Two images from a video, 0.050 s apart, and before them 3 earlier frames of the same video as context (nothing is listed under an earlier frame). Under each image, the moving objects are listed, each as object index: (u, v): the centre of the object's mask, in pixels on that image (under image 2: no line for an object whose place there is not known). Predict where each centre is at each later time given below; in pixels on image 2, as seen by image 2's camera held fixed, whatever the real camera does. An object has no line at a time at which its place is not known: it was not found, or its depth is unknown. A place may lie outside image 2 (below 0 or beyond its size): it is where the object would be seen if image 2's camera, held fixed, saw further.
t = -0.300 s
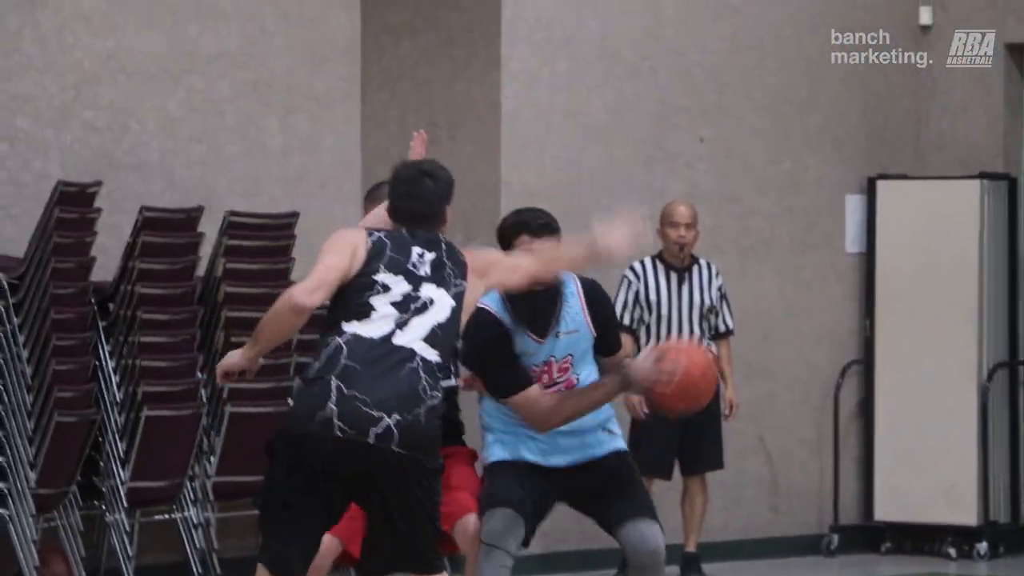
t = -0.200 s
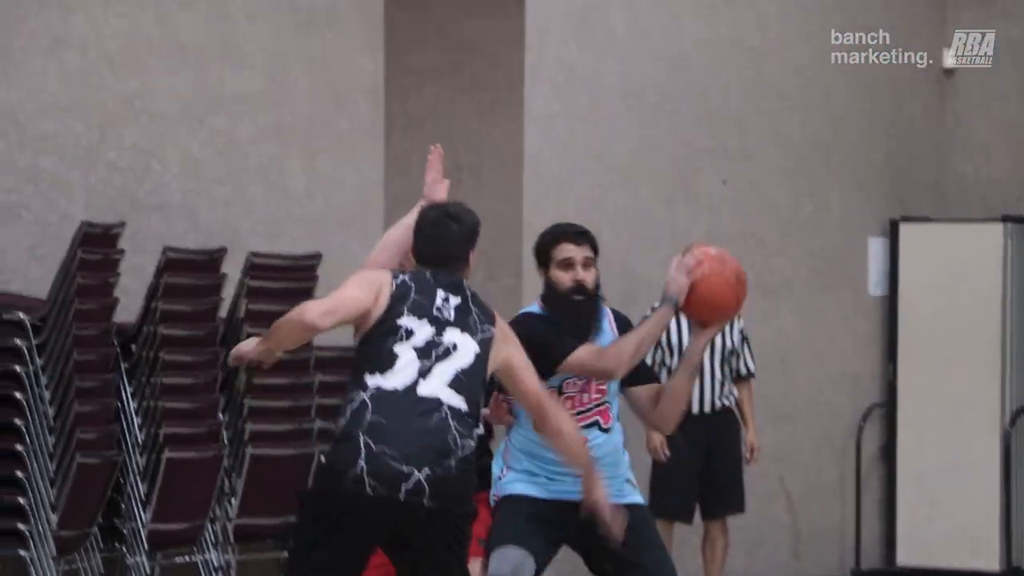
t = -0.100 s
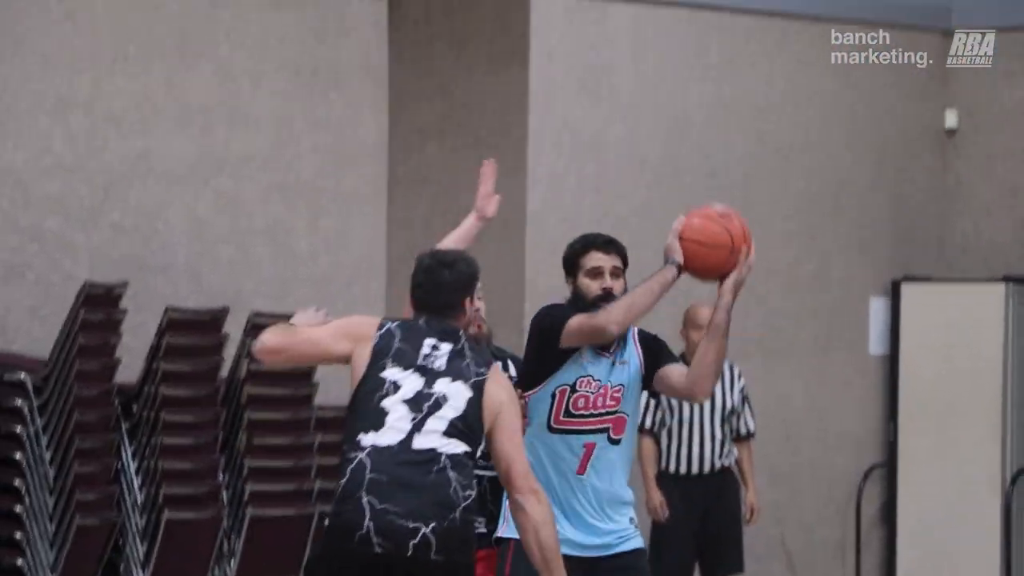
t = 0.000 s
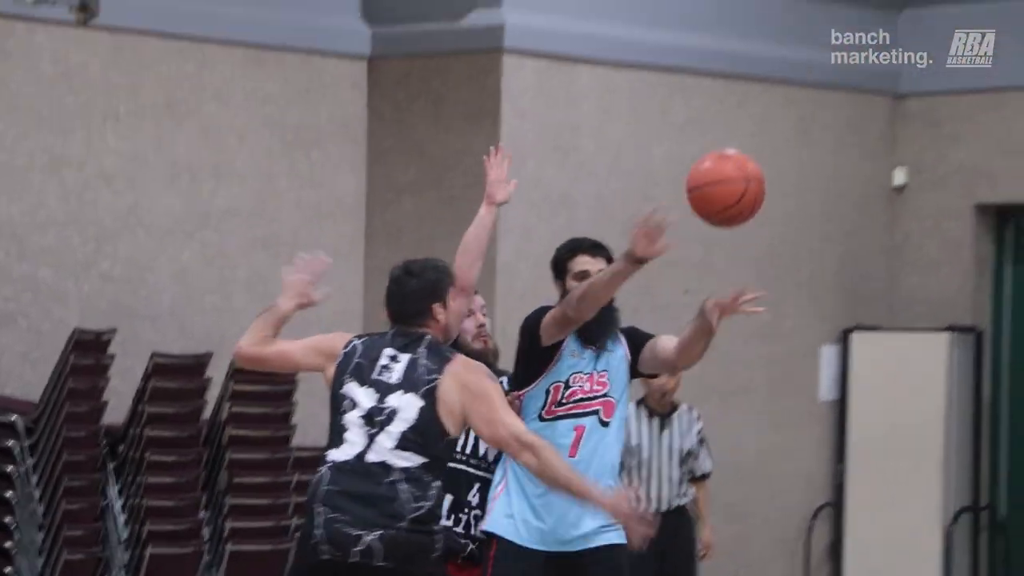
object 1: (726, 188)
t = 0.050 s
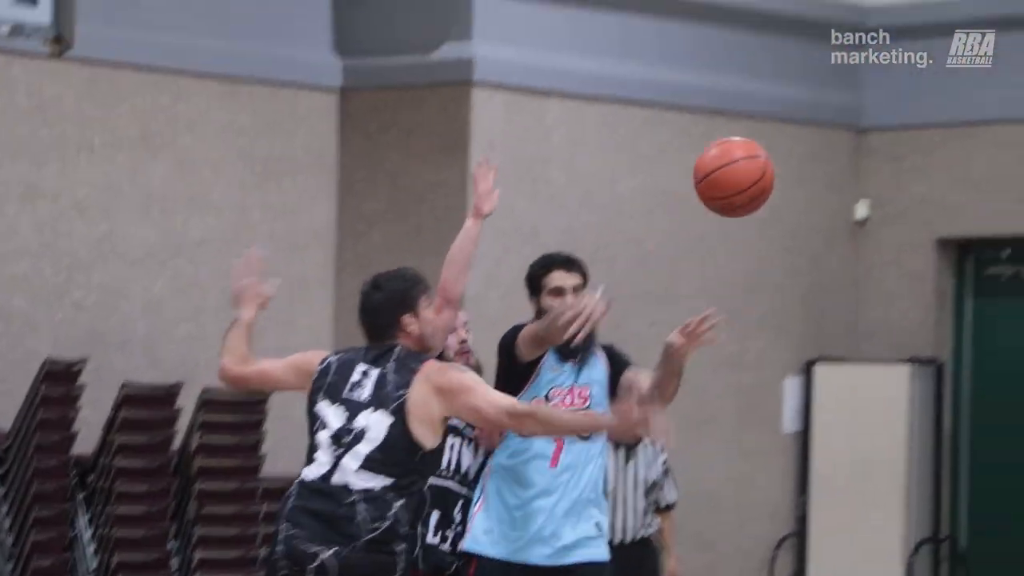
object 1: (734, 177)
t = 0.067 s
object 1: (748, 163)
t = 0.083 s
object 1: (763, 149)
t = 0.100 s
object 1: (780, 136)
